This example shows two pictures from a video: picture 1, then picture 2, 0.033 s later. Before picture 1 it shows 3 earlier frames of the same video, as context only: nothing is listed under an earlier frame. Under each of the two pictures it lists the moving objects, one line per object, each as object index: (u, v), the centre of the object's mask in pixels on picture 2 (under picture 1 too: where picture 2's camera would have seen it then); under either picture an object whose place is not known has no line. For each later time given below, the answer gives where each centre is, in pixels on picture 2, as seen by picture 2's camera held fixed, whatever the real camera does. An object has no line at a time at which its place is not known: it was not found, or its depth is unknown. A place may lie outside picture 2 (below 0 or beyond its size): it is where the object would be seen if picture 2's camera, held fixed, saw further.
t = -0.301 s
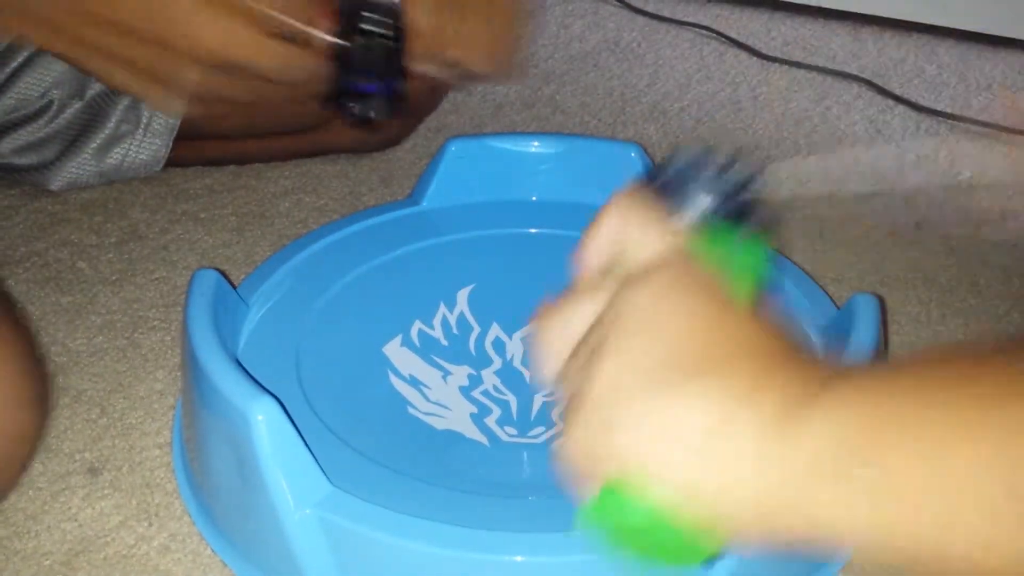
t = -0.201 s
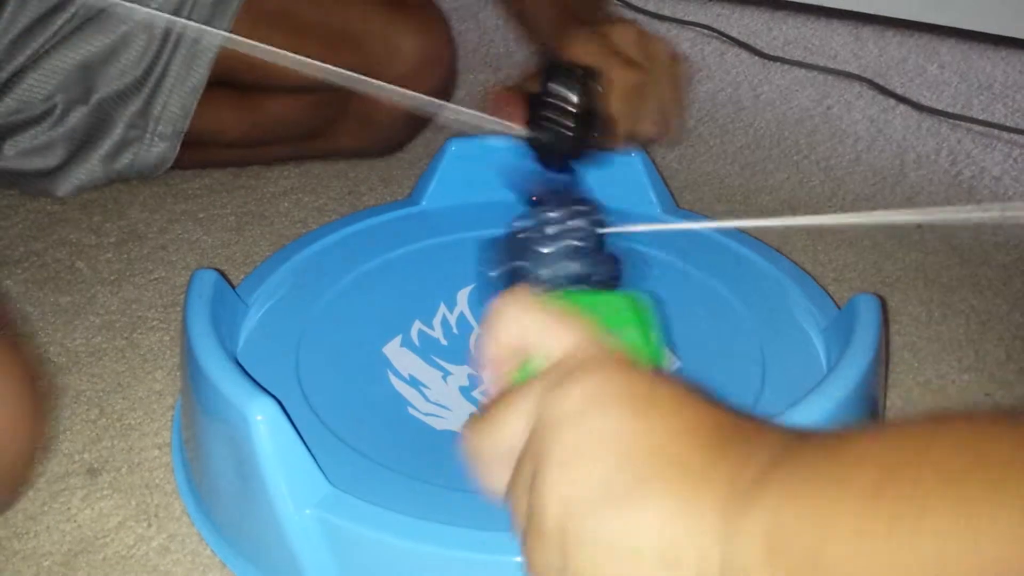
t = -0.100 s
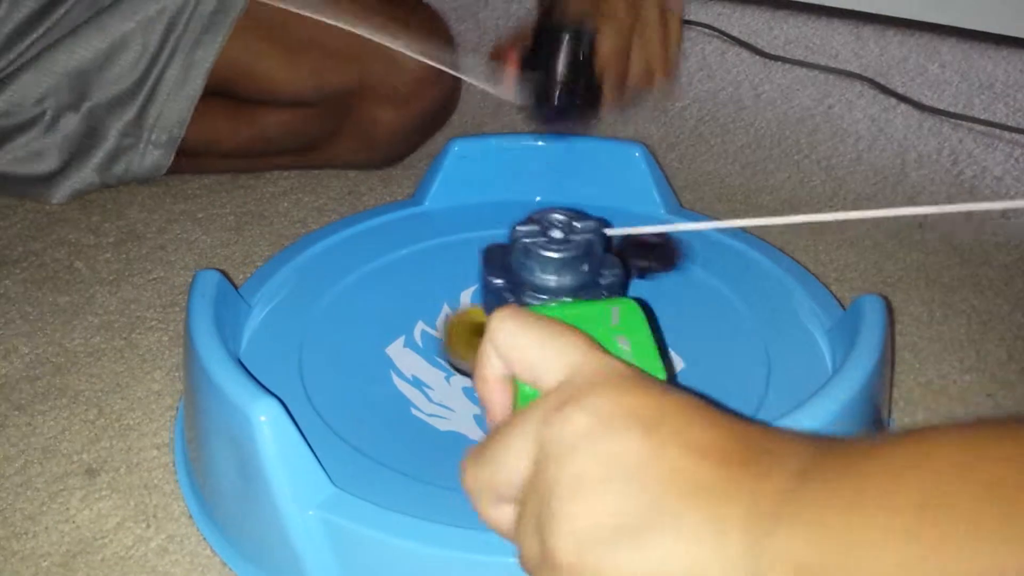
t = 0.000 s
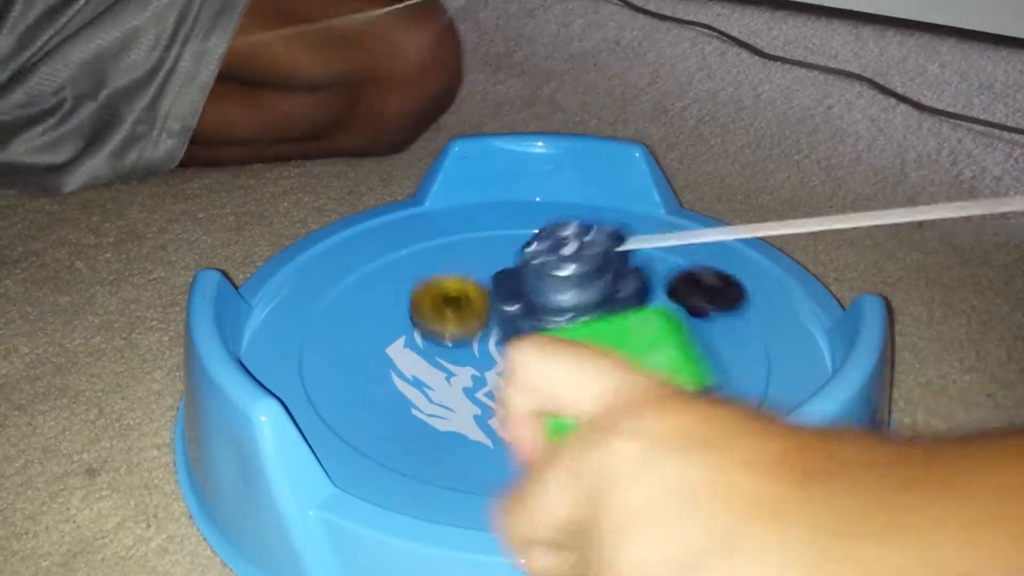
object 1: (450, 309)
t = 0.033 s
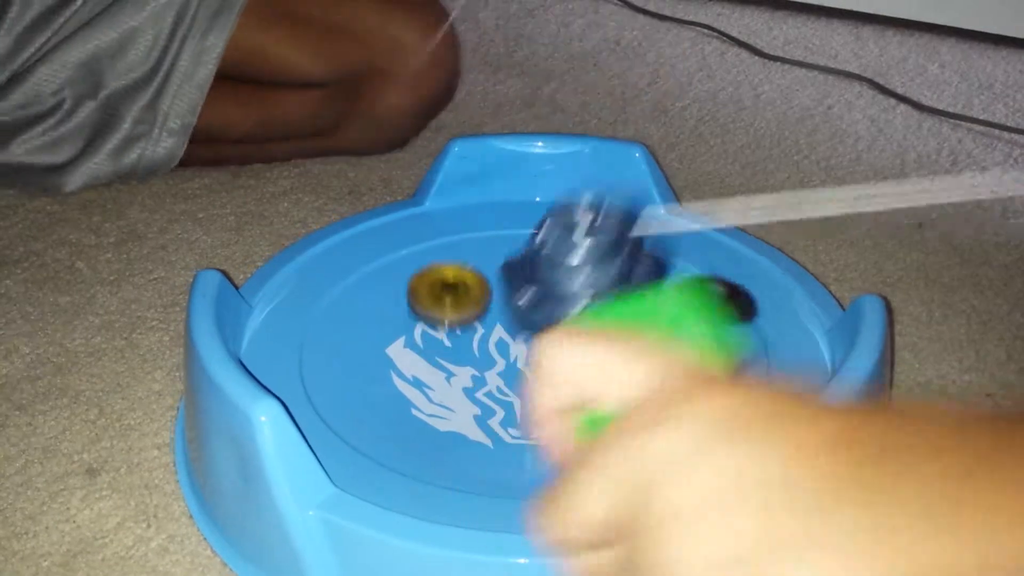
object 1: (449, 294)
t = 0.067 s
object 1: (451, 285)
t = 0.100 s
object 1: (456, 281)
